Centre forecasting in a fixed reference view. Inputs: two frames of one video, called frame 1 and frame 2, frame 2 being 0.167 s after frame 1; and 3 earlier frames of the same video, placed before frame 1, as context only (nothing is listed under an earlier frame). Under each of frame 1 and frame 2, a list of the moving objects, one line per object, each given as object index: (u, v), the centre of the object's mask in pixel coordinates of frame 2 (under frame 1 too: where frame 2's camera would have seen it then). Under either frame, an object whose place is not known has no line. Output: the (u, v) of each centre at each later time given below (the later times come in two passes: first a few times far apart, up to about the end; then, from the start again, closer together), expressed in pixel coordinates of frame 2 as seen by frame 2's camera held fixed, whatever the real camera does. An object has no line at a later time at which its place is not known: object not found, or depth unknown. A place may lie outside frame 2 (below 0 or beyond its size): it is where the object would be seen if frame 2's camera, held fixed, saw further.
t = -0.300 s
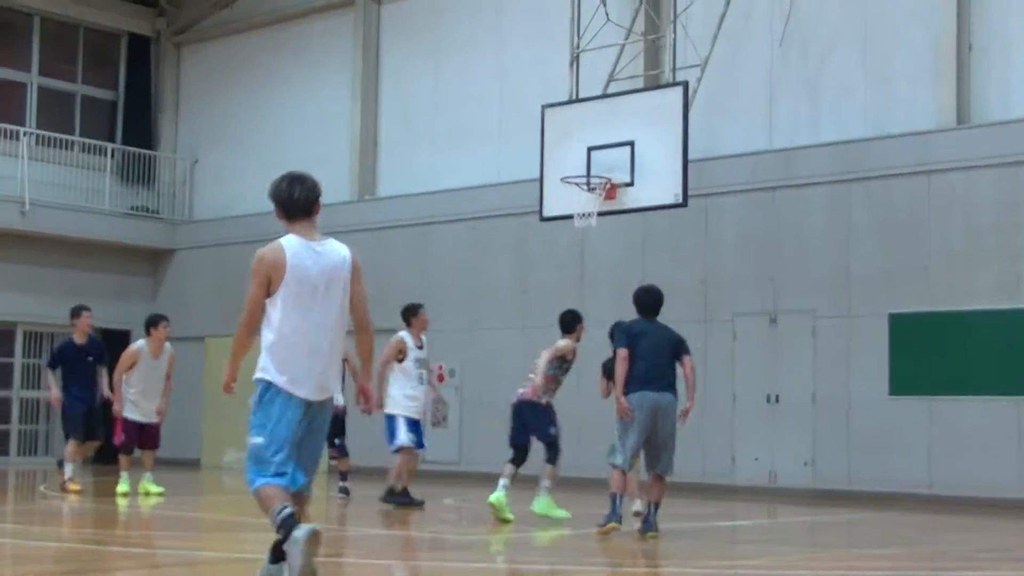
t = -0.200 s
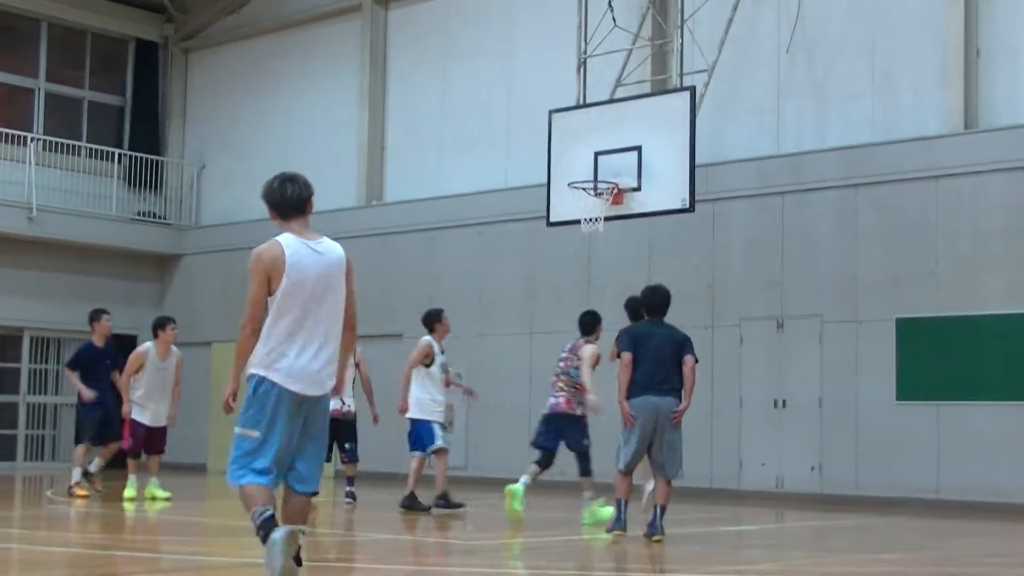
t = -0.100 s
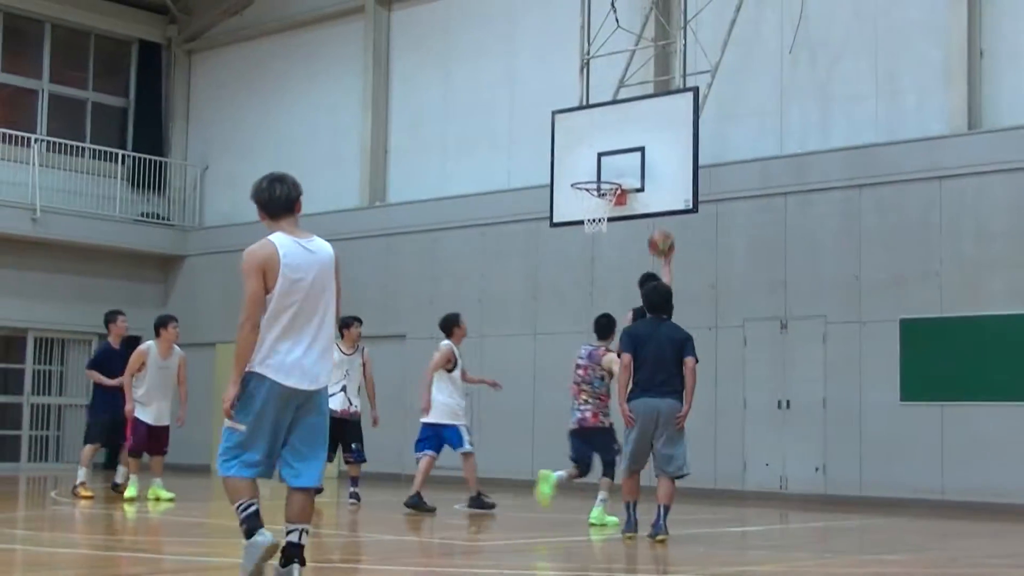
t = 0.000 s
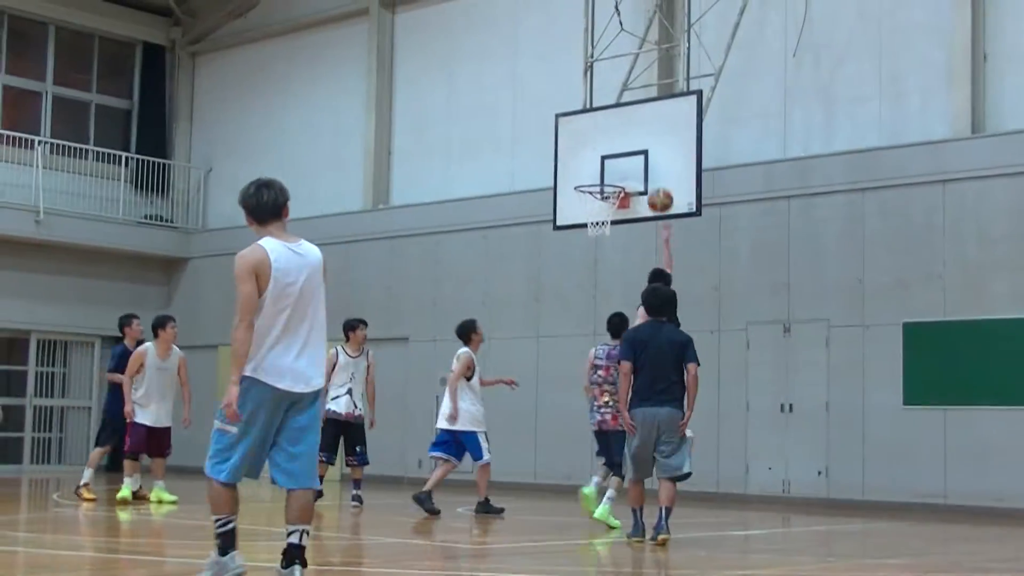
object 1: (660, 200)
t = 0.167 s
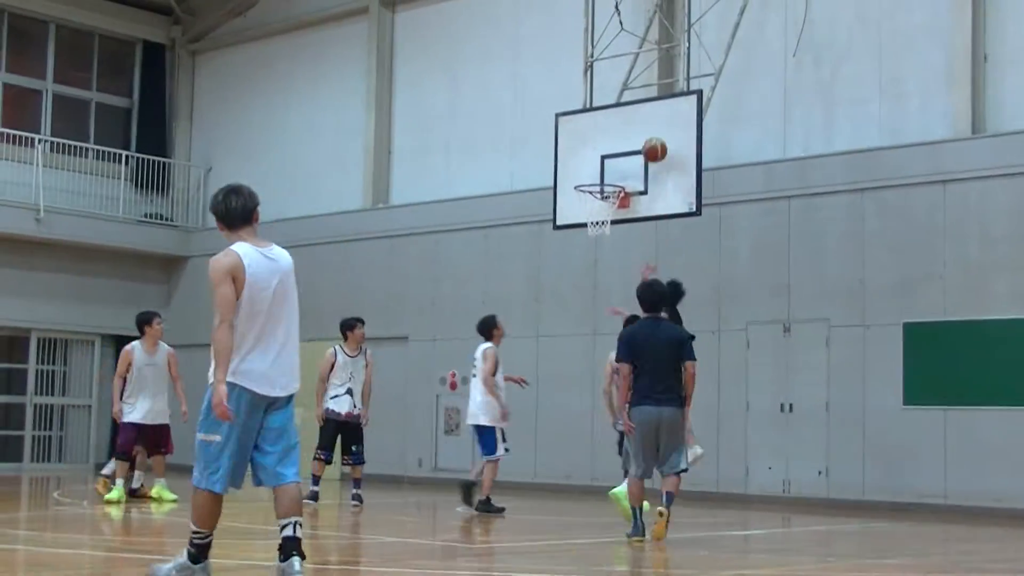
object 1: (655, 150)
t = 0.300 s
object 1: (646, 132)
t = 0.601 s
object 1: (607, 151)
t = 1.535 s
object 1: (589, 223)
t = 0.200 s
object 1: (654, 144)
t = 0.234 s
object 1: (652, 139)
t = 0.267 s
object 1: (650, 135)
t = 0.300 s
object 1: (646, 132)
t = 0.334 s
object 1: (642, 129)
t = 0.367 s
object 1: (638, 128)
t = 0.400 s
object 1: (633, 128)
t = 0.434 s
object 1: (629, 129)
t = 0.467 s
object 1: (625, 131)
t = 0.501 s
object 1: (621, 134)
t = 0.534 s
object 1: (616, 139)
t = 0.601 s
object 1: (607, 151)
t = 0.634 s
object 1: (603, 159)
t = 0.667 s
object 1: (598, 168)
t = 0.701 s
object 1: (596, 174)
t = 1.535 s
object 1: (589, 223)
